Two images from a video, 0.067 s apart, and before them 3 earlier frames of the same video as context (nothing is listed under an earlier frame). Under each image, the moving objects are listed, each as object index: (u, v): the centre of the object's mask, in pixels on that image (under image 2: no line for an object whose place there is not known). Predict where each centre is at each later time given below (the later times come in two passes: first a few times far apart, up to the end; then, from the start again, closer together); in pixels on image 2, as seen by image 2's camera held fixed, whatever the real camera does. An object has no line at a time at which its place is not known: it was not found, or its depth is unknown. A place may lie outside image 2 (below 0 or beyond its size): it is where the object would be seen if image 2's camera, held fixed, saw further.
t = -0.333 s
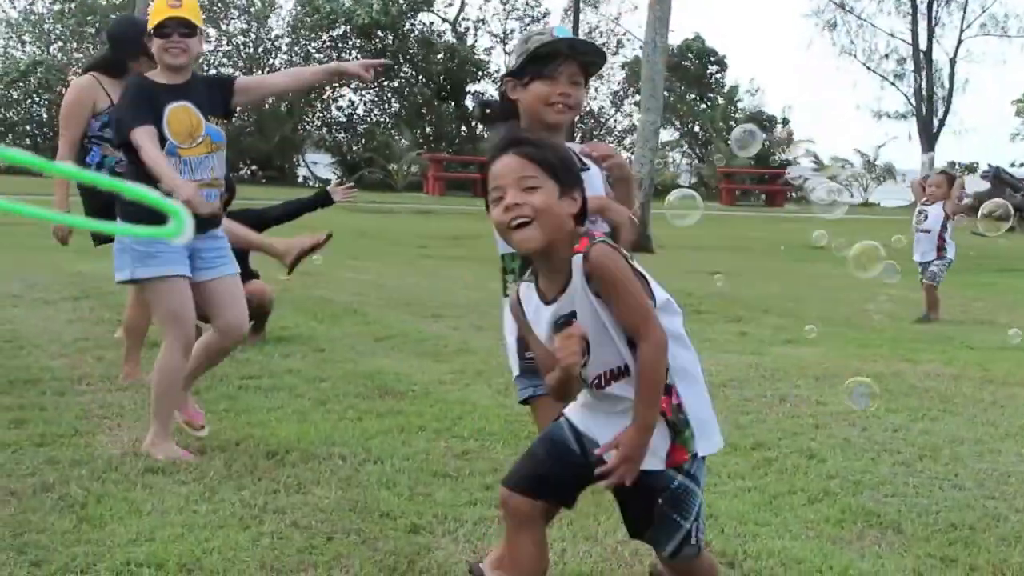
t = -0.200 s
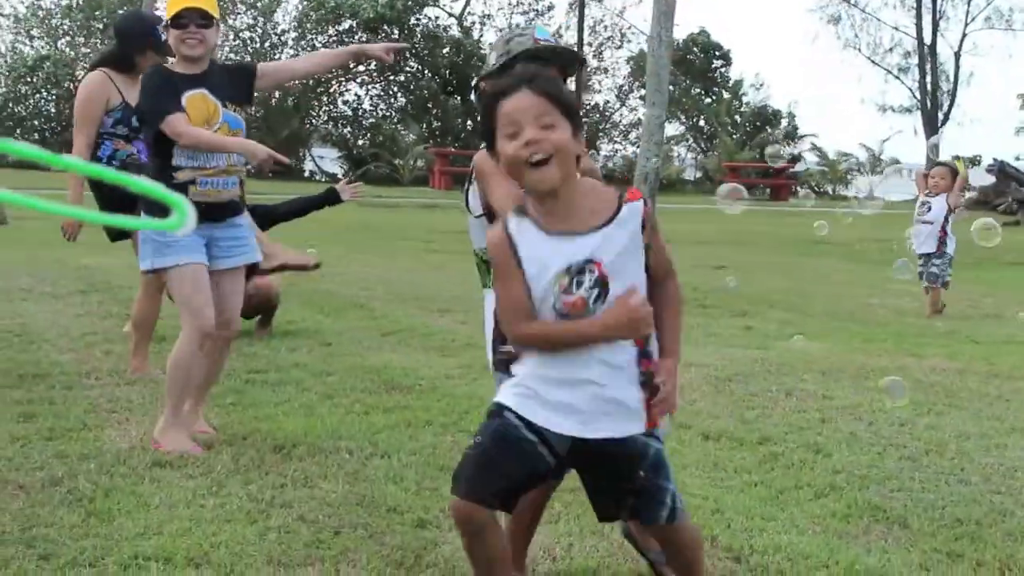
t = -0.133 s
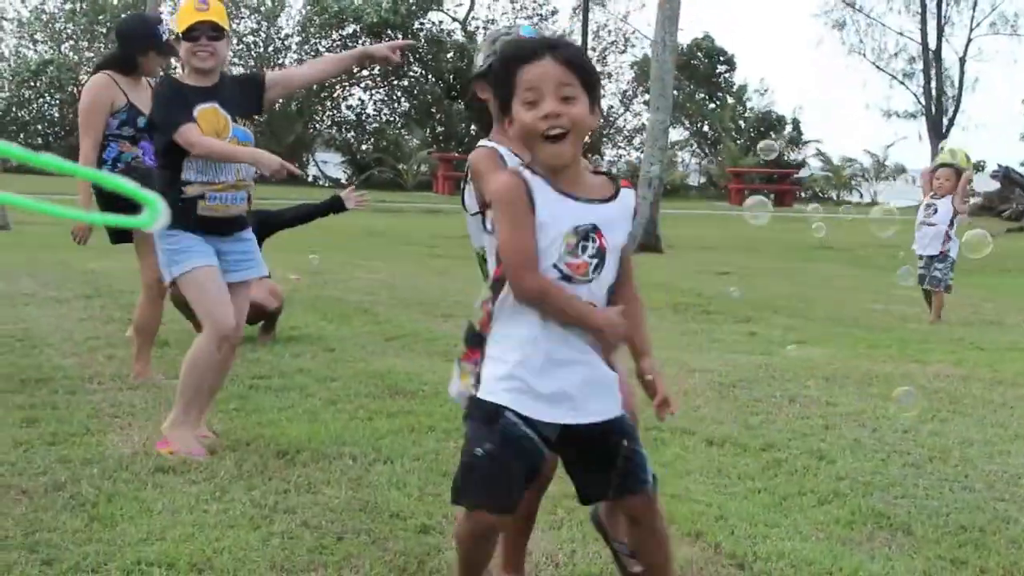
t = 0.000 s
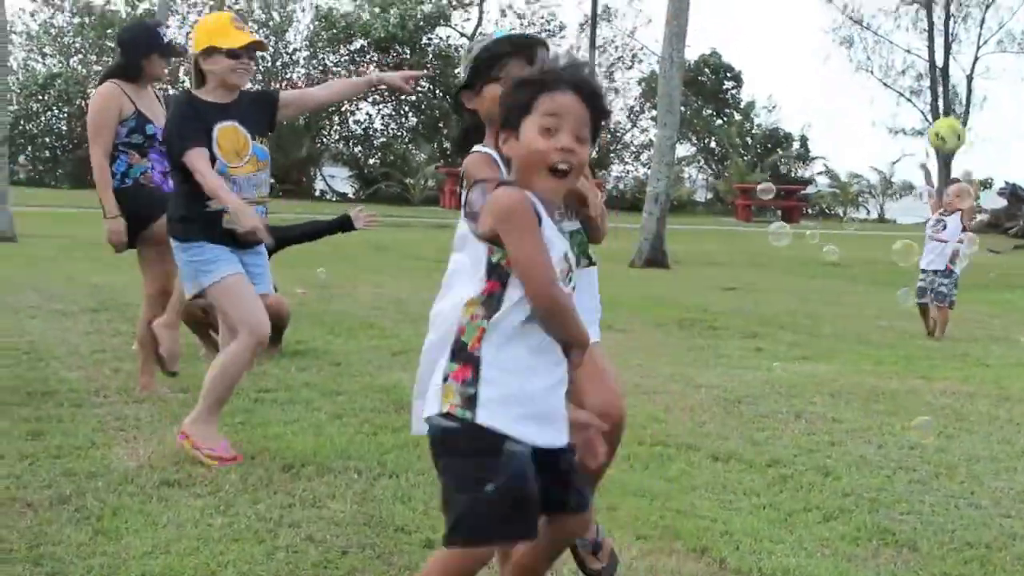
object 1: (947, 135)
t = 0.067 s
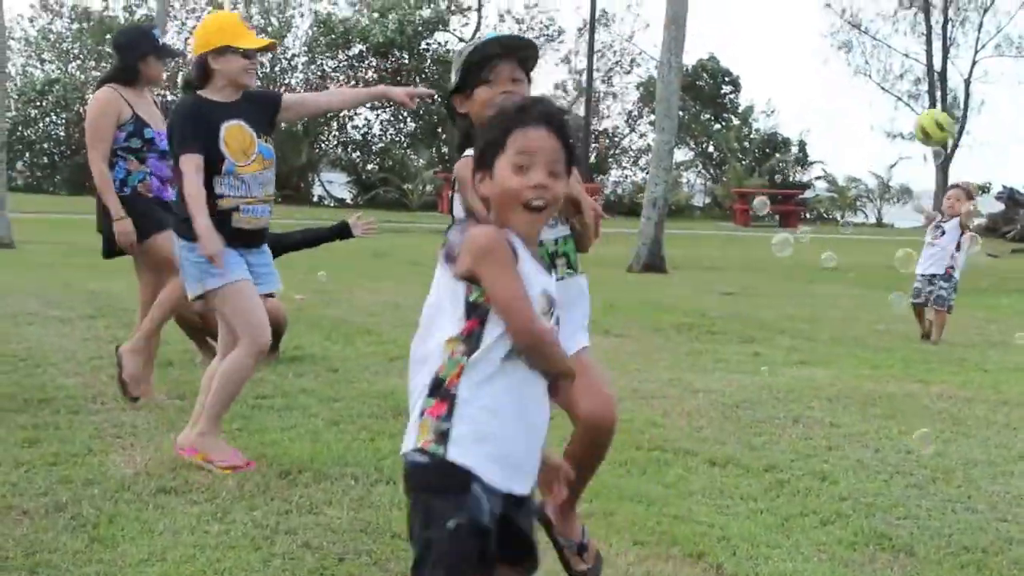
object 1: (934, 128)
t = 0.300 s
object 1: (883, 146)
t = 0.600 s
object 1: (787, 352)
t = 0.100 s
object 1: (927, 124)
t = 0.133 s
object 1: (920, 123)
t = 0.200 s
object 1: (906, 126)
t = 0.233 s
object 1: (899, 130)
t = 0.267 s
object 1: (891, 136)
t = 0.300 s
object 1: (883, 146)
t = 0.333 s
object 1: (874, 158)
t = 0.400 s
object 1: (856, 188)
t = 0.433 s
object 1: (845, 206)
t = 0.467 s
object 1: (834, 228)
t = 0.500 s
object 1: (824, 253)
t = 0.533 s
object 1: (811, 282)
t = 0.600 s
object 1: (787, 352)
